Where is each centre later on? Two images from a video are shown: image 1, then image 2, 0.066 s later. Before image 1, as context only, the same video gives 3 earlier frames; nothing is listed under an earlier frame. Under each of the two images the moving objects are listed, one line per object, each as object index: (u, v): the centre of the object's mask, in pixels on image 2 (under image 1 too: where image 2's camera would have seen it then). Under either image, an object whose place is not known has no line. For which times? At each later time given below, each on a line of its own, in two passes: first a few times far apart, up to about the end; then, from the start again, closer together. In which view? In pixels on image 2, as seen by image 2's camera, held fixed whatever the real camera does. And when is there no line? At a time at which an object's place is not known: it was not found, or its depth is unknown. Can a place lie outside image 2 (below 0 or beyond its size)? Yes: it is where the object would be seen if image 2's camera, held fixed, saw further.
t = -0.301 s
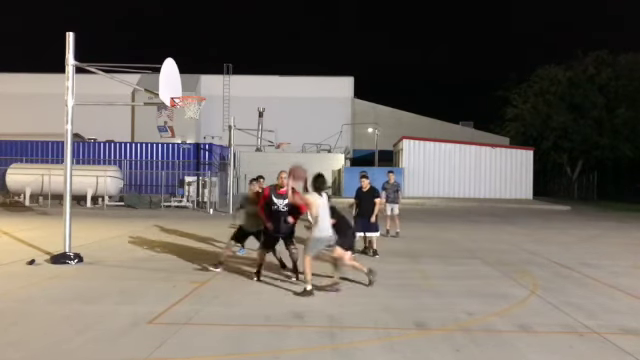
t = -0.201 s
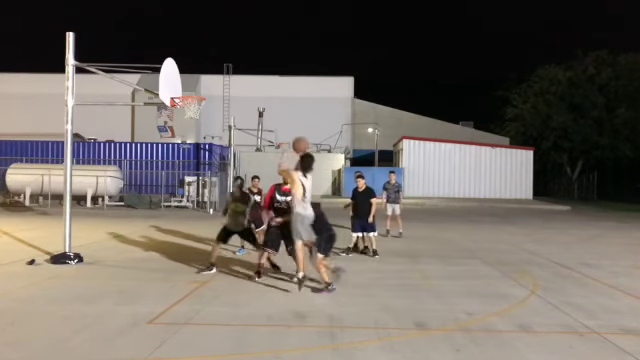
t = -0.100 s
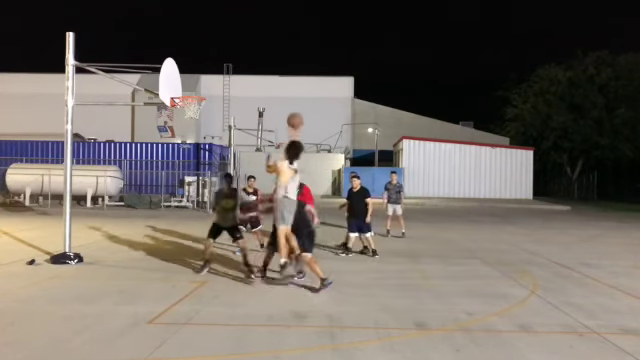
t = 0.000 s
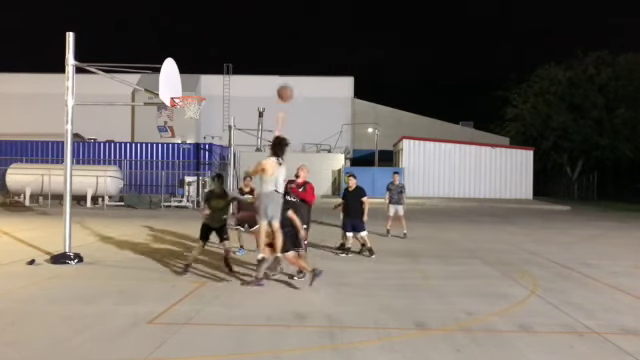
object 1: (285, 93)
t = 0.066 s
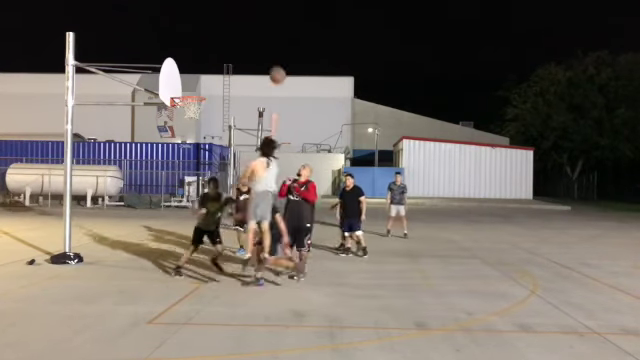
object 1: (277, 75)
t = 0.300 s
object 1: (252, 42)
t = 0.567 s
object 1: (228, 47)
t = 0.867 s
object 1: (207, 91)
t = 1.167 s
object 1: (242, 70)
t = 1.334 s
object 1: (261, 79)
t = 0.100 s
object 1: (274, 67)
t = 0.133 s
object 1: (270, 62)
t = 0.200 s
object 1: (263, 52)
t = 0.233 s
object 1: (260, 48)
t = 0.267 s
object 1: (256, 45)
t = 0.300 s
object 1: (252, 42)
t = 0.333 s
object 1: (249, 41)
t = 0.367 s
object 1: (246, 39)
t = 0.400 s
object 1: (243, 39)
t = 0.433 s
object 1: (240, 40)
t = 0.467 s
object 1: (237, 41)
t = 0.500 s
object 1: (233, 42)
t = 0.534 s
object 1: (231, 44)
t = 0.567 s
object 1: (228, 47)
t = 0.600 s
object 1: (225, 50)
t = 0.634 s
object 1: (222, 54)
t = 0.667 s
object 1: (220, 59)
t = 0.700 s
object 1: (217, 64)
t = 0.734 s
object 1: (215, 69)
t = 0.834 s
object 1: (206, 89)
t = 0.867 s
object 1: (207, 91)
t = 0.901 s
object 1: (211, 87)
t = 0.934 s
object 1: (215, 83)
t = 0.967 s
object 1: (218, 79)
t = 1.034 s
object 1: (227, 74)
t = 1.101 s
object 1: (235, 71)
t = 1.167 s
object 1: (242, 70)
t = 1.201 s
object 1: (246, 71)
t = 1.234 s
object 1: (250, 72)
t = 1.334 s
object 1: (261, 79)
